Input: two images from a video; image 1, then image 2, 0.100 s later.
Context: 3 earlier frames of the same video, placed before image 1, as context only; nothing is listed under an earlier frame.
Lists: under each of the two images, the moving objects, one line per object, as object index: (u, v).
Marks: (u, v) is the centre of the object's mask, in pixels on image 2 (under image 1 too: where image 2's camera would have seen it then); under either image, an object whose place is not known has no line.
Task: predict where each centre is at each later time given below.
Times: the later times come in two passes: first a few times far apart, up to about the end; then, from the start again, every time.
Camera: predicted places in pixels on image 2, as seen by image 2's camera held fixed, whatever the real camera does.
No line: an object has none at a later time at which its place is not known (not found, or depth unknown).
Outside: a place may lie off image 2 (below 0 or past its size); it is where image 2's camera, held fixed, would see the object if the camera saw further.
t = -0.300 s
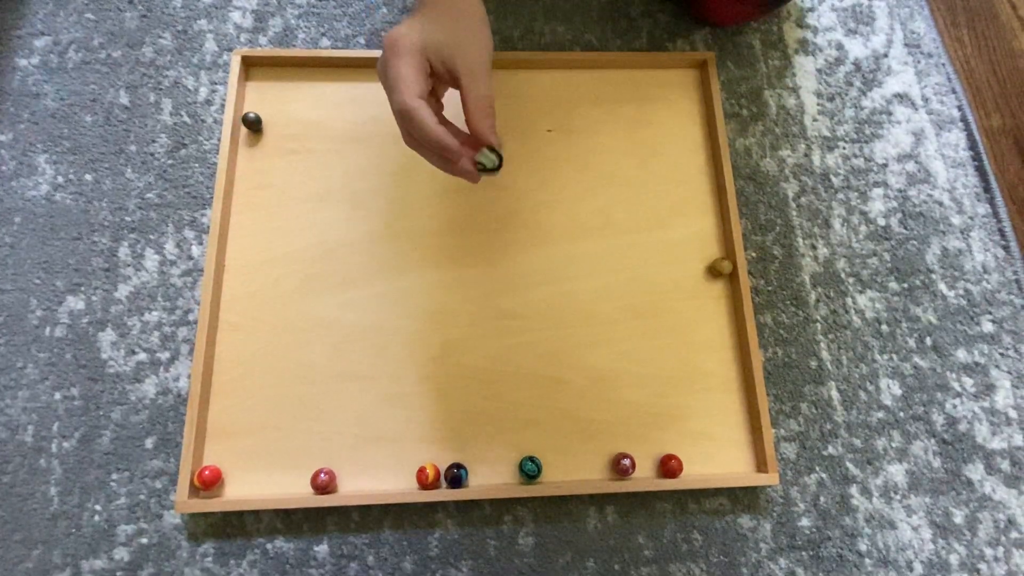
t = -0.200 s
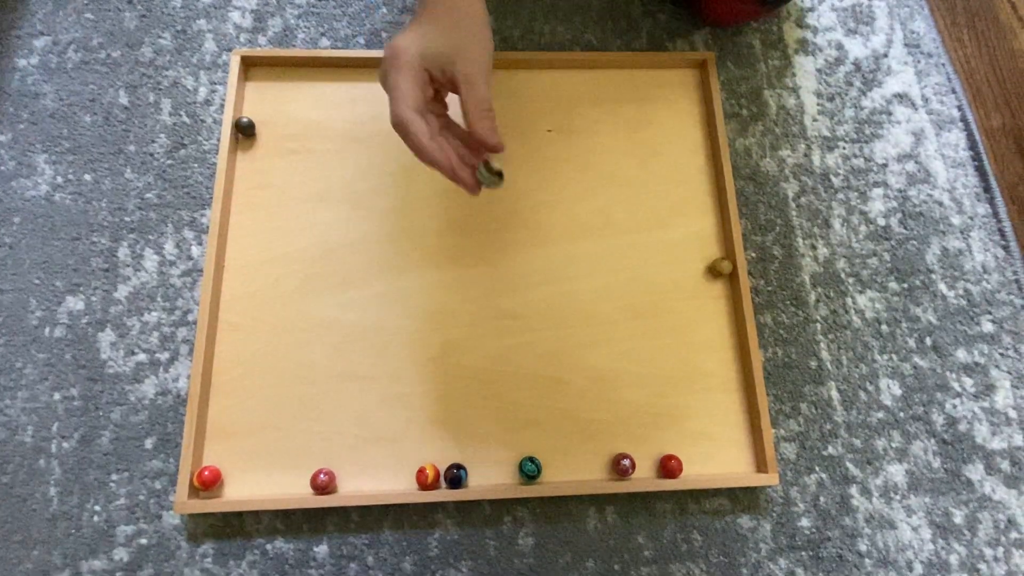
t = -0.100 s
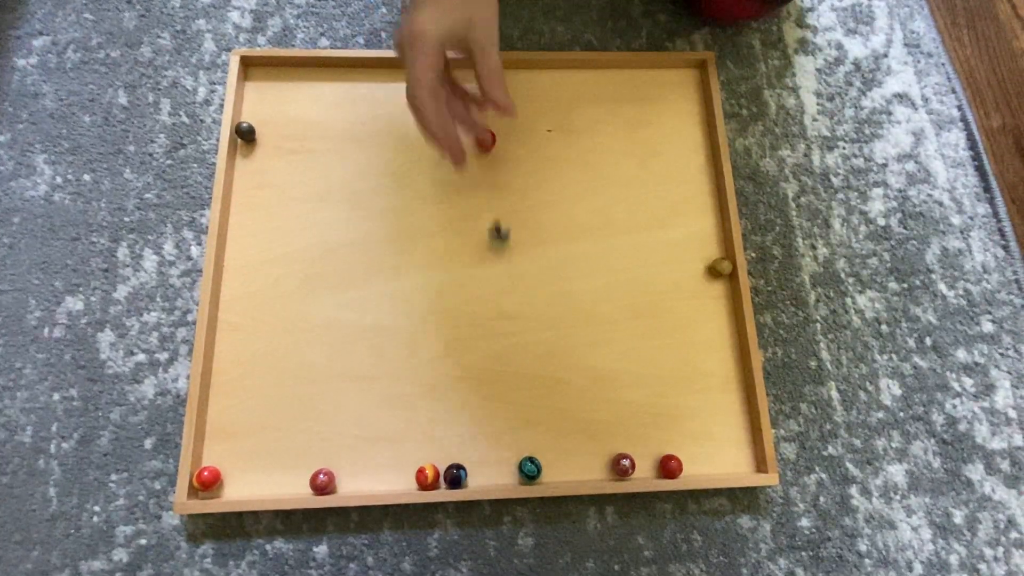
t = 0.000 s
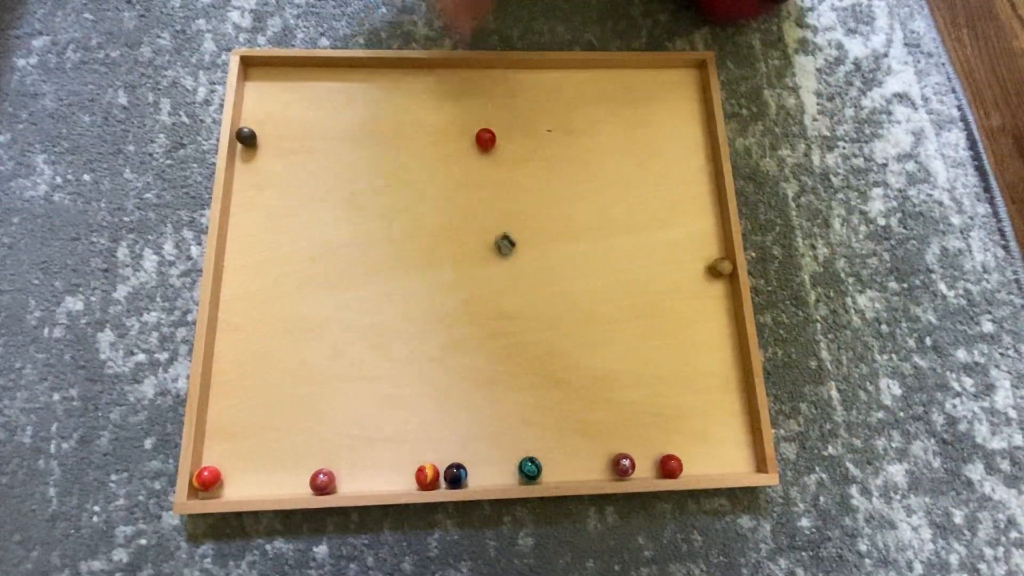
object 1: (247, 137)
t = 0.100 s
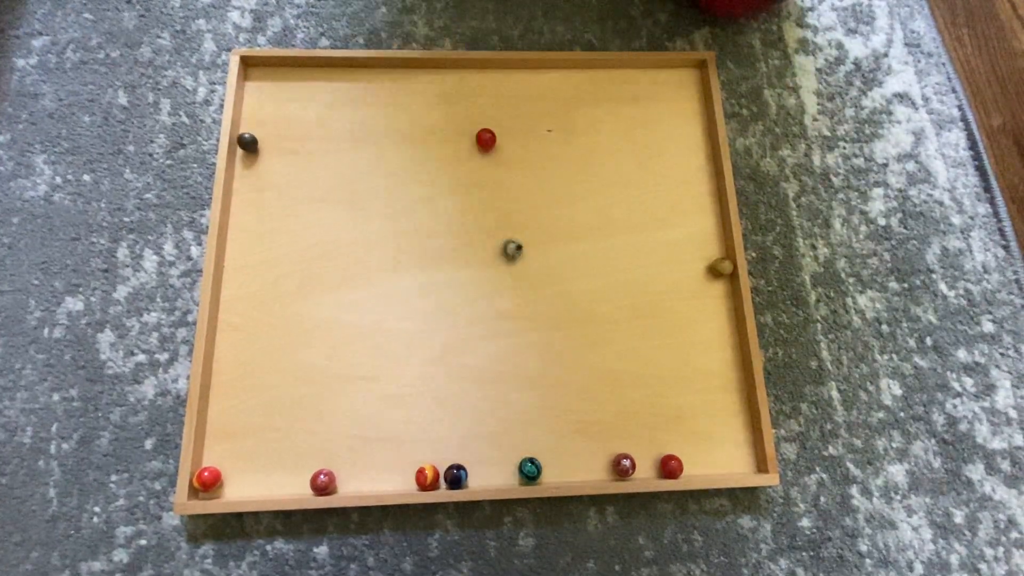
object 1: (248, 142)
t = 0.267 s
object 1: (249, 153)
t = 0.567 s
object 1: (245, 175)
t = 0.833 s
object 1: (235, 200)
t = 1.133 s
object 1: (232, 233)
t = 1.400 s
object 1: (227, 269)
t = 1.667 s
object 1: (223, 309)
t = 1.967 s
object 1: (218, 361)
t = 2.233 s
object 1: (212, 410)
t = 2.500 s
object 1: (208, 459)
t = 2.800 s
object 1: (207, 463)
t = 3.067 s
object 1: (207, 463)
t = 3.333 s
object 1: (208, 463)
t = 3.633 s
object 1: (207, 463)
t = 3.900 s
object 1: (208, 463)
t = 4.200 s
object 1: (207, 463)
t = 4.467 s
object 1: (207, 463)
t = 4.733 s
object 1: (207, 463)
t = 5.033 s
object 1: (207, 463)
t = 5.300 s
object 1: (207, 463)
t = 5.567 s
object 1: (208, 463)
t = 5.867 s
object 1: (207, 463)
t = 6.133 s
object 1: (207, 463)
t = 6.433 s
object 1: (207, 463)
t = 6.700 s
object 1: (207, 463)
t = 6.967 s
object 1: (208, 463)
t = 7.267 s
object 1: (207, 463)
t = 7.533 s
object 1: (207, 463)
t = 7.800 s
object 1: (207, 463)
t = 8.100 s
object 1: (207, 463)
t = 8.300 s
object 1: (208, 463)
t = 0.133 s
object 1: (248, 145)
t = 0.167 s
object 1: (248, 147)
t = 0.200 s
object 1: (249, 148)
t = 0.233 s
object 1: (249, 151)
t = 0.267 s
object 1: (249, 153)
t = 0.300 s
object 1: (249, 155)
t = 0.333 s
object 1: (248, 157)
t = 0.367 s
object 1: (248, 159)
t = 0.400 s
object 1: (248, 162)
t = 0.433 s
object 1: (247, 164)
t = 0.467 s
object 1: (247, 167)
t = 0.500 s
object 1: (246, 169)
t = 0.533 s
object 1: (246, 172)
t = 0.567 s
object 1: (245, 175)
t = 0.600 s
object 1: (244, 178)
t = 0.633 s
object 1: (243, 181)
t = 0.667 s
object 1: (242, 184)
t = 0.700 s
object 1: (241, 187)
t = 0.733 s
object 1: (240, 190)
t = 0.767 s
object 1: (239, 193)
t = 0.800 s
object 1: (237, 196)
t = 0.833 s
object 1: (235, 200)
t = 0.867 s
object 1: (235, 203)
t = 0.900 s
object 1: (235, 207)
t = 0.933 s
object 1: (235, 210)
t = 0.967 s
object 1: (235, 214)
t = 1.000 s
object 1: (234, 217)
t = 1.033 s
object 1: (234, 221)
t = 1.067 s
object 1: (233, 225)
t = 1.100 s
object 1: (233, 229)
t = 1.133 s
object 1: (232, 233)
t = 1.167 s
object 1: (231, 238)
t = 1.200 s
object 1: (231, 242)
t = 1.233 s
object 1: (230, 246)
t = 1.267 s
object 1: (230, 251)
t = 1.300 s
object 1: (229, 256)
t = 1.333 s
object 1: (228, 260)
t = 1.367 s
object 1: (228, 265)
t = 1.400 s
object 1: (227, 269)
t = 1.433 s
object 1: (227, 274)
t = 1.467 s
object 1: (226, 279)
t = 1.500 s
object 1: (226, 283)
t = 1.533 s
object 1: (225, 289)
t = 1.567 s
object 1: (225, 294)
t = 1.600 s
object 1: (224, 299)
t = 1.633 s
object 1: (223, 304)
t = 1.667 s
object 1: (223, 309)
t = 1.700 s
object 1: (222, 315)
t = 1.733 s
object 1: (222, 321)
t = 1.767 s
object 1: (222, 326)
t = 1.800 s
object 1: (221, 331)
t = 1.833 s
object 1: (221, 337)
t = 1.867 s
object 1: (220, 342)
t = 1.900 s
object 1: (219, 349)
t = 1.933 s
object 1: (219, 354)
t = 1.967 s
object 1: (218, 361)
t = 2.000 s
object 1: (217, 366)
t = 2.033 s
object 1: (217, 373)
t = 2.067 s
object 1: (215, 379)
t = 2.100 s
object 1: (215, 385)
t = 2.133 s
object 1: (214, 391)
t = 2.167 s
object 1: (214, 397)
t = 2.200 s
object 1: (213, 404)
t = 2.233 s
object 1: (212, 410)
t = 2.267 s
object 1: (212, 417)
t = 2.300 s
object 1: (211, 423)
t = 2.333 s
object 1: (211, 430)
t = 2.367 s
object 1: (210, 436)
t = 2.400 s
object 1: (209, 443)
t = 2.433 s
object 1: (209, 449)
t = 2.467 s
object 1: (208, 456)
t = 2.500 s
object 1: (208, 459)
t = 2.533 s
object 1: (208, 462)
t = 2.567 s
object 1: (208, 463)
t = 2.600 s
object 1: (207, 463)
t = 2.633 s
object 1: (208, 463)
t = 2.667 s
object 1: (207, 463)
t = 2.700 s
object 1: (207, 463)
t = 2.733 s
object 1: (207, 463)
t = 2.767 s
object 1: (207, 463)
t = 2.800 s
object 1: (207, 463)
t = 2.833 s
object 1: (207, 463)
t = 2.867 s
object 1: (208, 463)
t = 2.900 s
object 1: (207, 463)
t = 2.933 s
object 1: (207, 463)
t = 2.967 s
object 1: (207, 463)
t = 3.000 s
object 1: (207, 463)
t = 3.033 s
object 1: (207, 463)
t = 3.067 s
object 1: (207, 463)
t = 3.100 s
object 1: (207, 463)
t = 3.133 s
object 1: (207, 463)
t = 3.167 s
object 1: (207, 463)
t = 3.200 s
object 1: (207, 463)
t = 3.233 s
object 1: (207, 463)
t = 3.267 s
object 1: (207, 463)
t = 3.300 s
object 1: (207, 463)
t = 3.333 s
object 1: (208, 463)
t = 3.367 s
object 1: (207, 463)
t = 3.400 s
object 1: (207, 463)
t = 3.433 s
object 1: (208, 463)
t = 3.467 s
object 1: (208, 463)
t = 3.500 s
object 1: (208, 463)
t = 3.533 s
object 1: (208, 463)
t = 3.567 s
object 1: (208, 463)
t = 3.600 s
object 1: (208, 463)
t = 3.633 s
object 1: (207, 463)
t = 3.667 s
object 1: (207, 462)
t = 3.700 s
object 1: (207, 462)
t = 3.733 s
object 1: (208, 463)
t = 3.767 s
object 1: (207, 463)
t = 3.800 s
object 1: (207, 463)
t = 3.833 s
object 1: (207, 463)
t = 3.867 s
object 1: (207, 463)
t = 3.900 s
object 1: (208, 463)
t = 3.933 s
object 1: (208, 463)
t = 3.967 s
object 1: (207, 463)
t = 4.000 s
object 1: (207, 463)
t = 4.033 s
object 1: (207, 463)
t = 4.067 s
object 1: (207, 463)
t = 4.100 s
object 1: (208, 463)
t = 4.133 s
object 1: (208, 463)
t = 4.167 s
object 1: (207, 463)
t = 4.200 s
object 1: (207, 463)
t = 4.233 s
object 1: (207, 463)
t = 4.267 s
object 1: (207, 463)
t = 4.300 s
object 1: (207, 463)
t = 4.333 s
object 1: (207, 463)
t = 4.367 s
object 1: (207, 463)
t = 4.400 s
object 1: (207, 463)
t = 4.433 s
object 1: (207, 463)
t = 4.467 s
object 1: (207, 463)
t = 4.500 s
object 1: (207, 463)
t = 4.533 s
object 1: (207, 463)
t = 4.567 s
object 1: (207, 463)
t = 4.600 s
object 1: (207, 463)
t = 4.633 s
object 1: (207, 463)
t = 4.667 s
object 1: (207, 463)
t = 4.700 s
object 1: (207, 463)
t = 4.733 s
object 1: (207, 463)
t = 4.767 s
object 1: (207, 463)
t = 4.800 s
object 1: (207, 463)
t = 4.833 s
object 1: (207, 463)
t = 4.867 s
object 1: (207, 463)
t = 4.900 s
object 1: (208, 463)
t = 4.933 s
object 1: (208, 463)
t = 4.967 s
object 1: (207, 463)
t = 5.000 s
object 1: (207, 463)
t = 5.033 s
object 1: (207, 463)
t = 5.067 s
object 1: (207, 463)
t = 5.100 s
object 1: (207, 463)
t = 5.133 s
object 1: (207, 463)
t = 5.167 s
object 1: (207, 463)
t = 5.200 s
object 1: (208, 463)
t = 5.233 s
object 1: (207, 463)
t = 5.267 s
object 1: (207, 463)
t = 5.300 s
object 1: (207, 463)
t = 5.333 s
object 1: (207, 463)
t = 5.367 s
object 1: (207, 463)
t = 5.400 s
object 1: (208, 463)
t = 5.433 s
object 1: (207, 463)
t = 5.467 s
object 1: (208, 462)
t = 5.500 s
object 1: (208, 463)
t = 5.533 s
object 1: (207, 463)
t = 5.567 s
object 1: (208, 463)
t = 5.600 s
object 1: (208, 463)
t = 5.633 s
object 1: (208, 463)
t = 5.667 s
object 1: (207, 463)
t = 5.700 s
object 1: (208, 463)
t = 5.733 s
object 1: (208, 463)
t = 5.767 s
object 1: (207, 463)
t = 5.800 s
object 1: (207, 463)
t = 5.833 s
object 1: (207, 463)
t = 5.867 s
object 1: (207, 463)
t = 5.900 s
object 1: (207, 463)
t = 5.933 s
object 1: (207, 463)
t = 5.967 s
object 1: (207, 463)
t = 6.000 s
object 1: (207, 463)
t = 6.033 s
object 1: (207, 463)
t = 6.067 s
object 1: (207, 463)
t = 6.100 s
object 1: (207, 463)
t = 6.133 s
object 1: (207, 463)
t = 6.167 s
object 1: (207, 463)
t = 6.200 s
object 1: (207, 463)
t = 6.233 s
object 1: (207, 463)
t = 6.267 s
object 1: (207, 463)
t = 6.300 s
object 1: (207, 463)
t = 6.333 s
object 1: (207, 462)
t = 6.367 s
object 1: (207, 462)
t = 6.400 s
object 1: (207, 462)
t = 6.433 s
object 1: (207, 463)
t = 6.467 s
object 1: (207, 463)
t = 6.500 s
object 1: (207, 463)
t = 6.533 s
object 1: (207, 462)
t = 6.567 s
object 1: (207, 463)
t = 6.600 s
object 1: (207, 462)
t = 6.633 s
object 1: (207, 463)
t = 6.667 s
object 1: (207, 463)
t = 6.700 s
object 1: (207, 463)
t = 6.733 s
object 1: (207, 463)
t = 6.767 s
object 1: (207, 463)
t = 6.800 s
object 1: (207, 463)
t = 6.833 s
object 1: (207, 463)
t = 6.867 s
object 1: (207, 463)
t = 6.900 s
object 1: (207, 463)
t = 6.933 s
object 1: (207, 463)
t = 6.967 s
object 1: (208, 463)
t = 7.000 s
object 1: (207, 463)
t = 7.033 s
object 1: (207, 463)
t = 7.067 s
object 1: (207, 463)
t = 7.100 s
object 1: (207, 463)
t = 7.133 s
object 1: (208, 463)
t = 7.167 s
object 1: (207, 463)
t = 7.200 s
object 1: (208, 463)
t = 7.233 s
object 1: (207, 463)
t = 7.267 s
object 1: (207, 463)
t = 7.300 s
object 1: (207, 463)
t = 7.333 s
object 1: (208, 463)
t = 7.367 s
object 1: (207, 463)
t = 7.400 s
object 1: (207, 463)
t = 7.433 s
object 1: (207, 463)
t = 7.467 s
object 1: (207, 463)
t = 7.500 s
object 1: (207, 463)
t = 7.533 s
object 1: (207, 463)
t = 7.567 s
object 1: (207, 463)
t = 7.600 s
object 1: (207, 463)
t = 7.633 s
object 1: (207, 463)
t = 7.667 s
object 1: (207, 463)
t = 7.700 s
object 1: (207, 463)
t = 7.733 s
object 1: (207, 463)
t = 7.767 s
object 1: (207, 463)
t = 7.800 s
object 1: (207, 463)
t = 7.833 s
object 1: (207, 463)
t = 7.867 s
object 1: (207, 463)
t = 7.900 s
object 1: (207, 463)
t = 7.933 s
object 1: (208, 463)
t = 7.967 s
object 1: (207, 463)
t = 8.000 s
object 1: (207, 463)
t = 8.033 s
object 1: (207, 463)
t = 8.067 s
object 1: (207, 463)
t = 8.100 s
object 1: (207, 463)
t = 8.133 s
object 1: (208, 463)
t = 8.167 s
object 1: (207, 463)
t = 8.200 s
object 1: (207, 463)
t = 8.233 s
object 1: (207, 463)
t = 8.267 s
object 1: (207, 463)
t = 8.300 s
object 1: (208, 463)
